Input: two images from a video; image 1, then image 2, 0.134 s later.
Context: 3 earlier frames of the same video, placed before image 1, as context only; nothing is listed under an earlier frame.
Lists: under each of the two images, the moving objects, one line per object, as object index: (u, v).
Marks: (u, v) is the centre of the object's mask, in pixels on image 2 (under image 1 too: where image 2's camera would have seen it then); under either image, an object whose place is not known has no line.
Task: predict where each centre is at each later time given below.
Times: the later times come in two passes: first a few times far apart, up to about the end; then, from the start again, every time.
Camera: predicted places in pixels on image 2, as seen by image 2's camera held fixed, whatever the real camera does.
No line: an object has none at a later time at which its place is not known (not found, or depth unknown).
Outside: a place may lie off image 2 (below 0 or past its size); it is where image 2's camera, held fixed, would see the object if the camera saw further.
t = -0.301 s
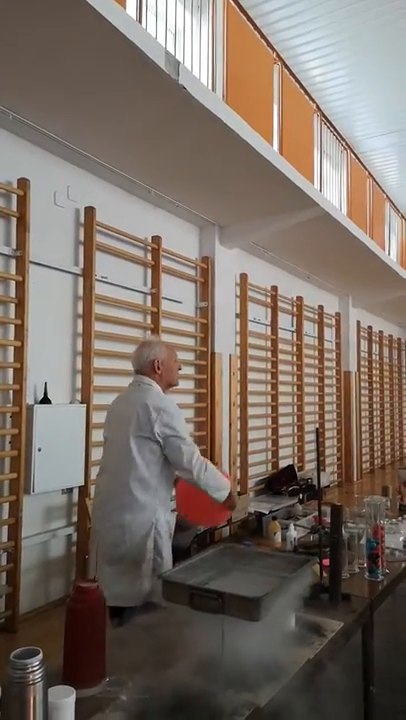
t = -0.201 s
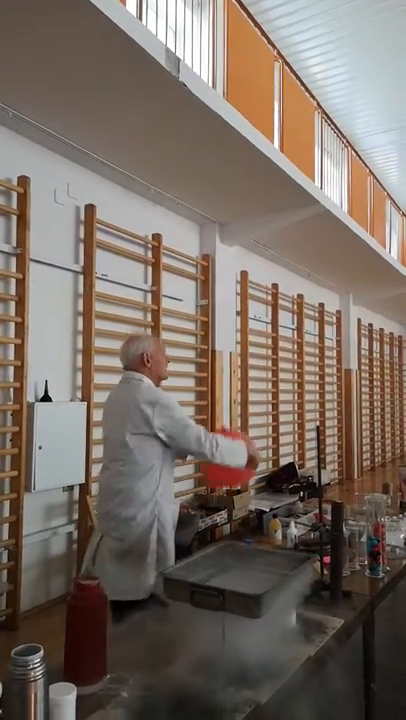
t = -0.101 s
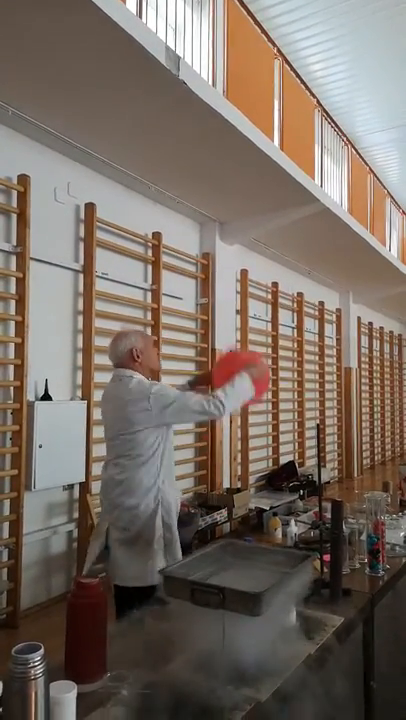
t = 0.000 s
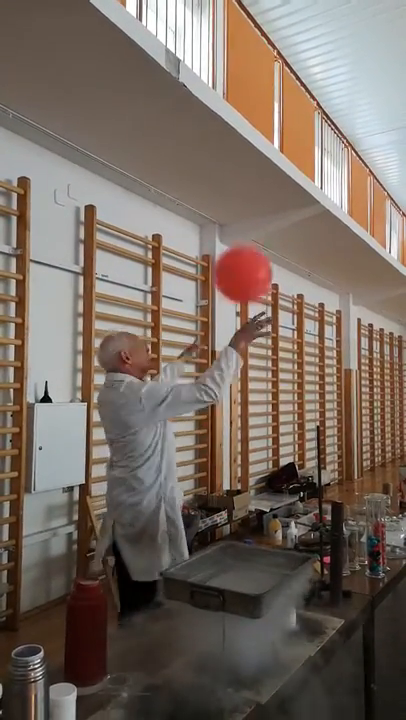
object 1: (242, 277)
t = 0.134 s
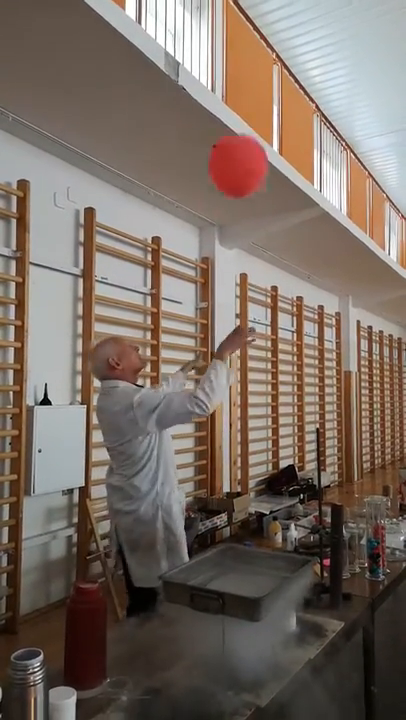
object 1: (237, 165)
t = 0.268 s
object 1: (232, 87)
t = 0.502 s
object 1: (218, 12)
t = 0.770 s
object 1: (206, 3)
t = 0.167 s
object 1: (237, 143)
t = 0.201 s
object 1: (235, 122)
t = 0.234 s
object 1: (234, 104)
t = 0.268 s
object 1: (232, 87)
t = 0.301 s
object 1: (229, 70)
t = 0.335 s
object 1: (227, 57)
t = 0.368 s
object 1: (225, 43)
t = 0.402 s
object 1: (221, 32)
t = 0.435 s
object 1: (220, 24)
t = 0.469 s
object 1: (219, 17)
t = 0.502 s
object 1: (218, 12)
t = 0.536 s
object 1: (216, 7)
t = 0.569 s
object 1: (215, 5)
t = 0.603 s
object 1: (214, 2)
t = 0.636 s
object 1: (211, 0)
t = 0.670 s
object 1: (210, -1)
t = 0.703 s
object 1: (209, 0)
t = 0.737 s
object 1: (207, 1)
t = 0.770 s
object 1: (206, 3)
